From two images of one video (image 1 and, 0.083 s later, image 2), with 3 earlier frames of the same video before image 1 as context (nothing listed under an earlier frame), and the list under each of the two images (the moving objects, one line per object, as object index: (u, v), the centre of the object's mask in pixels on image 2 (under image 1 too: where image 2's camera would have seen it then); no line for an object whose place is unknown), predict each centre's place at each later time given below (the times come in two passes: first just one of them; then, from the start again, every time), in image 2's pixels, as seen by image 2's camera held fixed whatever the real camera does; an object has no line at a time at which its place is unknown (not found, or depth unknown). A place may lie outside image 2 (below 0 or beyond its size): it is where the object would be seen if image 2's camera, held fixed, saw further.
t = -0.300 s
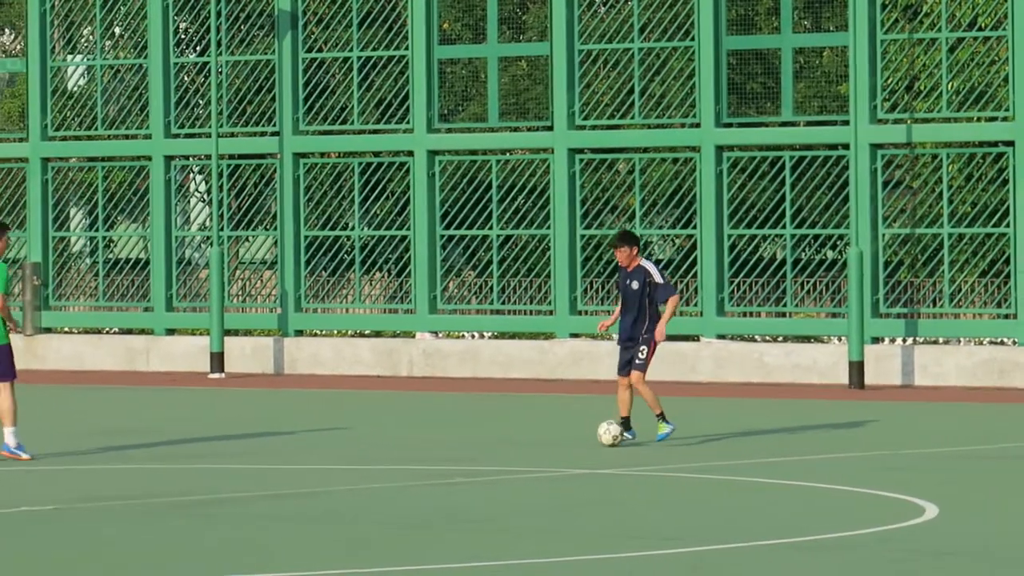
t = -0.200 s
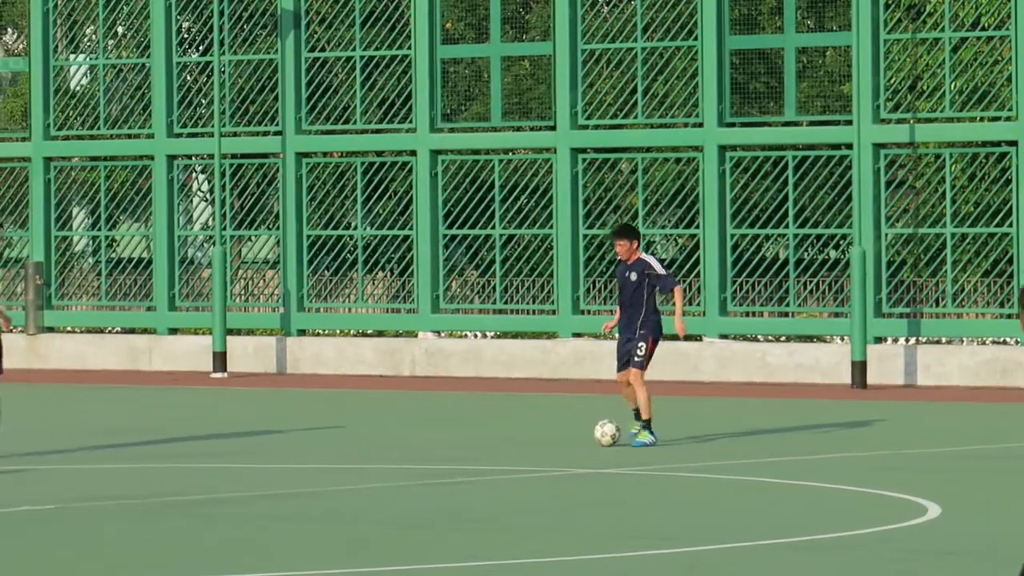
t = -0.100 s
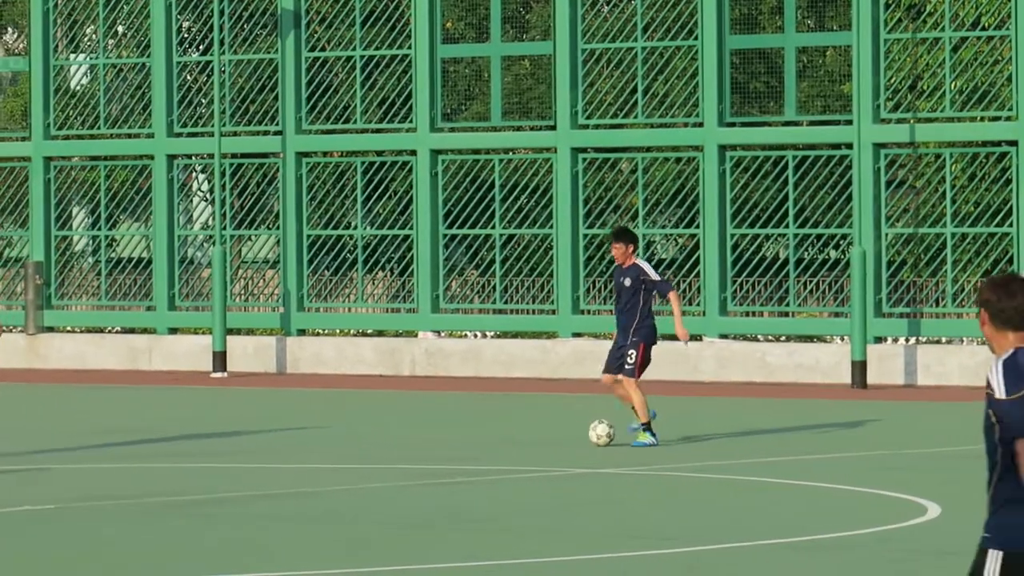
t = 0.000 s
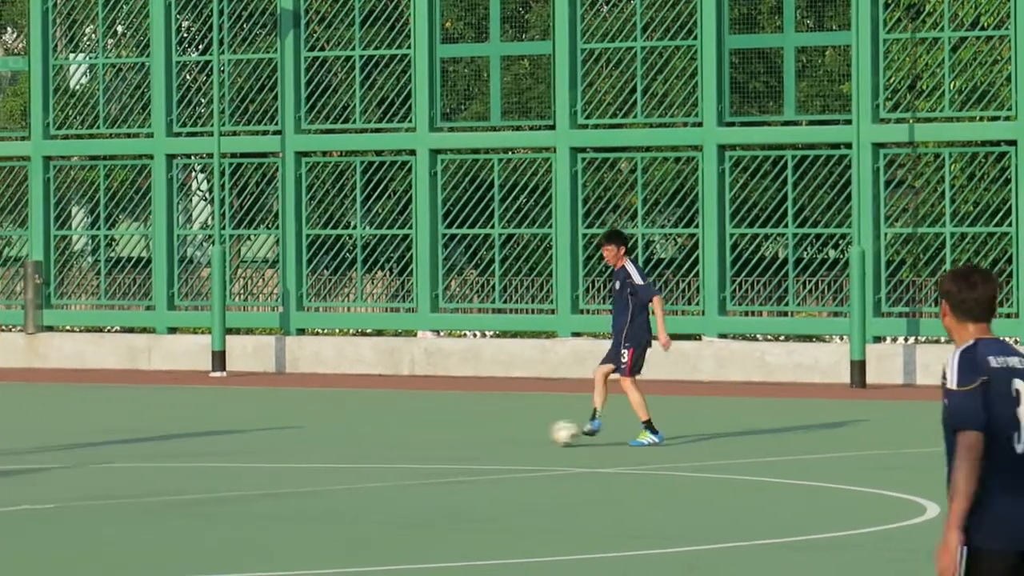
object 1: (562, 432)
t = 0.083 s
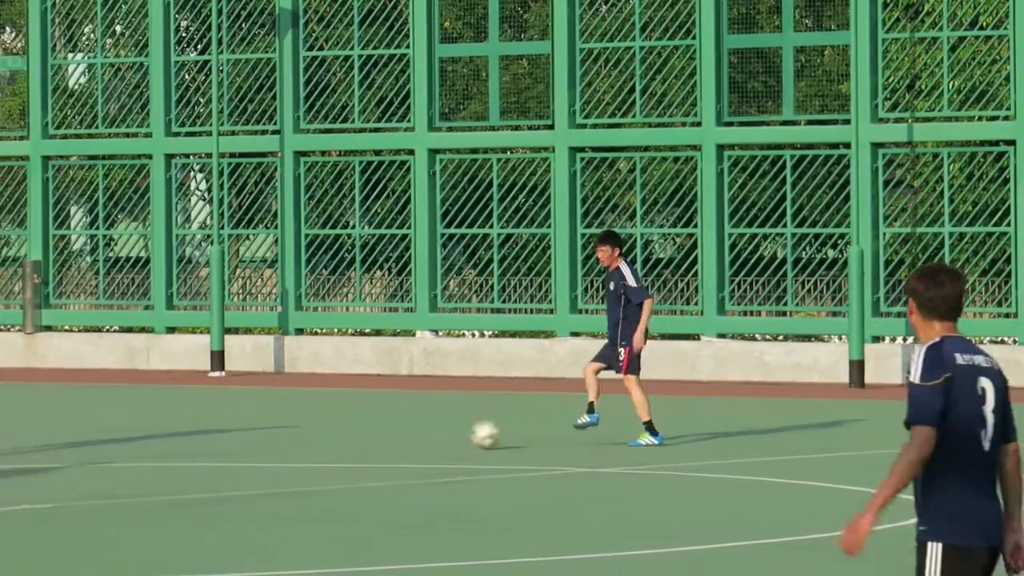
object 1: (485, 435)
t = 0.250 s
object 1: (342, 441)
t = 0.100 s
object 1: (471, 434)
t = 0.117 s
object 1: (456, 434)
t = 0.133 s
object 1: (441, 434)
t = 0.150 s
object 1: (427, 435)
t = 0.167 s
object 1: (412, 436)
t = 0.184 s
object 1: (397, 437)
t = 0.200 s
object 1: (382, 439)
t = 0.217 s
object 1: (367, 441)
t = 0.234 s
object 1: (354, 441)
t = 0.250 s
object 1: (342, 441)
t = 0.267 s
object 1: (330, 440)
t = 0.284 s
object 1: (317, 439)
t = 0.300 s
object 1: (304, 438)
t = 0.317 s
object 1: (292, 439)
